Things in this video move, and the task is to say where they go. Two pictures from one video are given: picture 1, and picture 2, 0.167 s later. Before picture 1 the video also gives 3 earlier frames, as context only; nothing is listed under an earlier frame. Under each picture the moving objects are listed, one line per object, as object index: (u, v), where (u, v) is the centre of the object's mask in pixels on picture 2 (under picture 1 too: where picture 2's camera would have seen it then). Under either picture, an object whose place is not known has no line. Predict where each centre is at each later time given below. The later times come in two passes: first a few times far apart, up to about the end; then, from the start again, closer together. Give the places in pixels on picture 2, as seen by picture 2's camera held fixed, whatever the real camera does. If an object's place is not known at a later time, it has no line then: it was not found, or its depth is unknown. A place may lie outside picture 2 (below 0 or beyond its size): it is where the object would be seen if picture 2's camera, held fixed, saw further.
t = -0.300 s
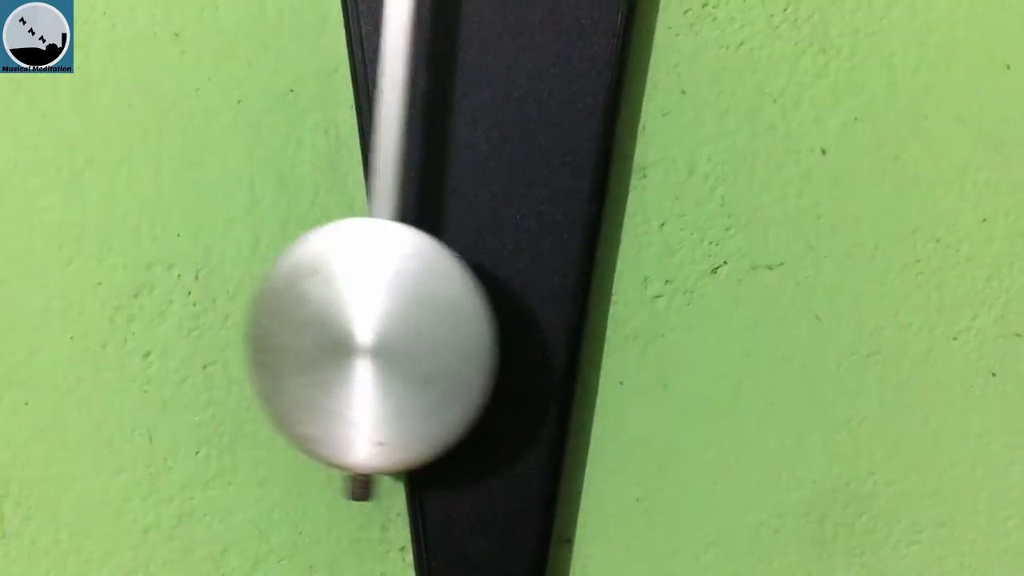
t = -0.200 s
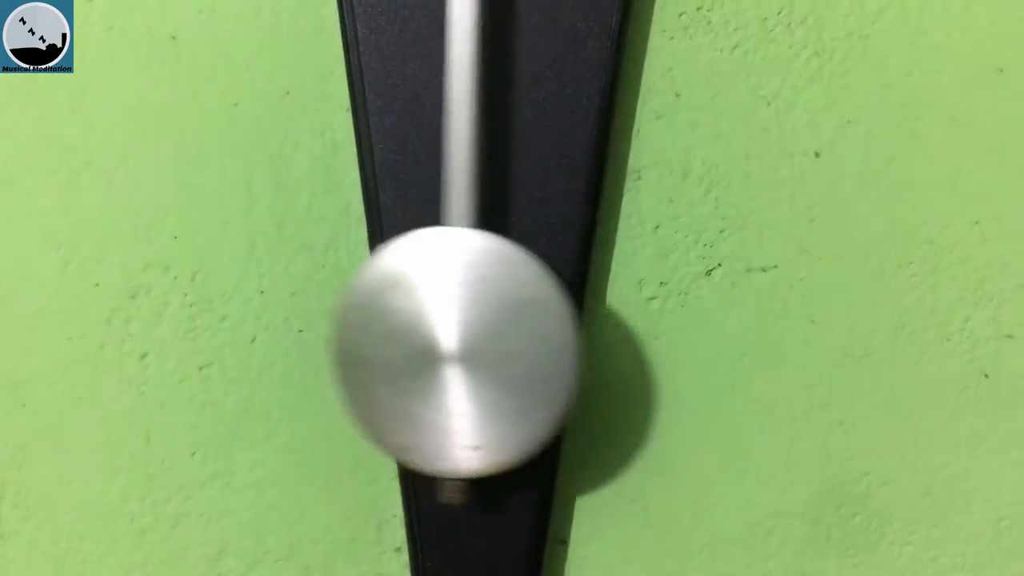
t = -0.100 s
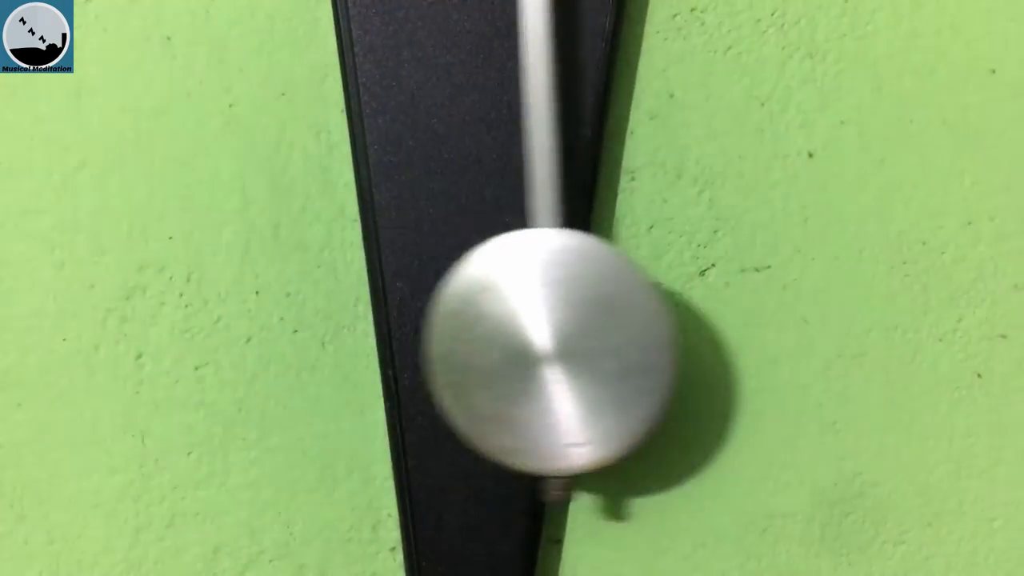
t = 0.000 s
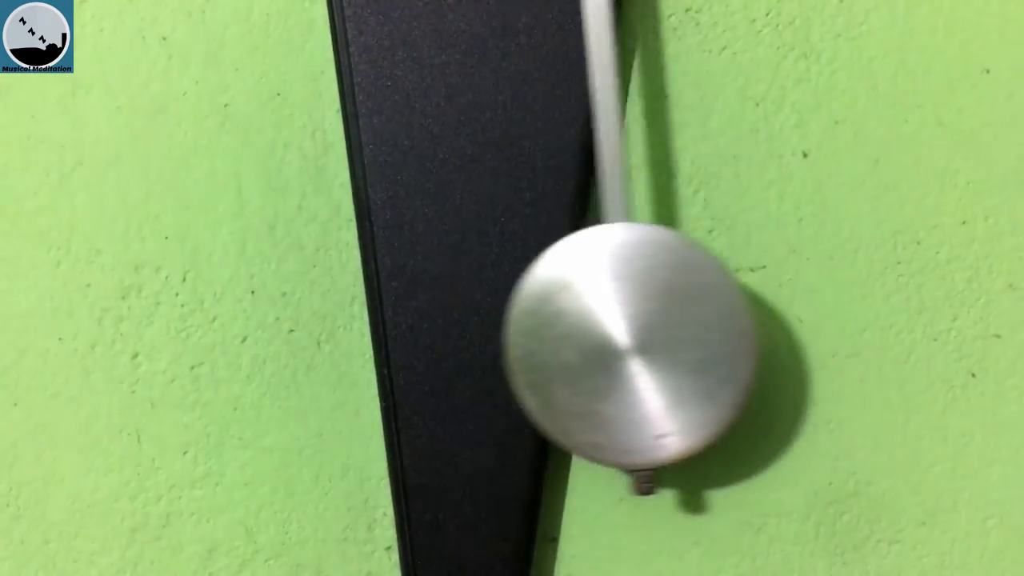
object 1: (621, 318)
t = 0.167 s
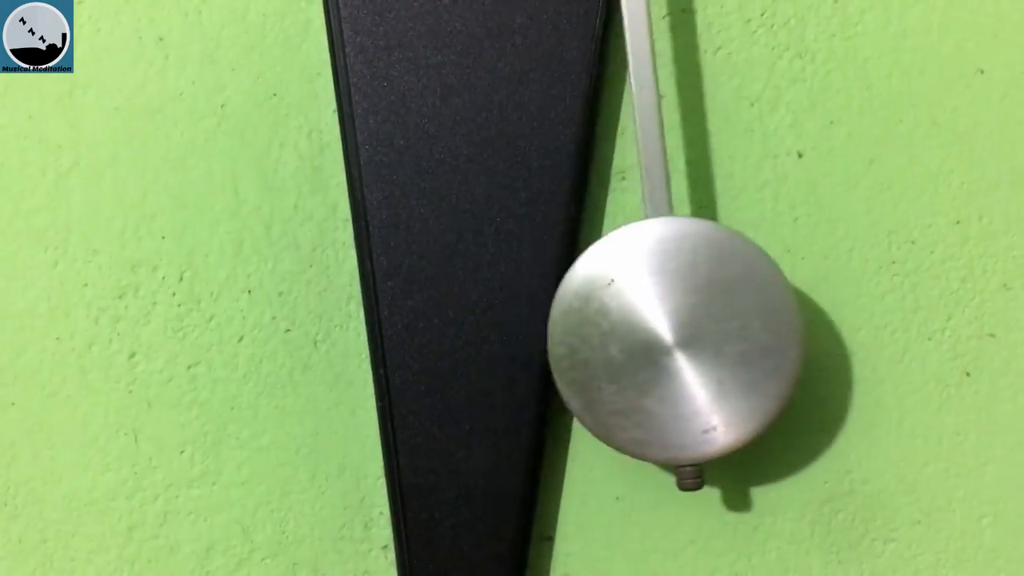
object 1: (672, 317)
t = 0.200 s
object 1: (664, 319)
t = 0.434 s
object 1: (486, 321)
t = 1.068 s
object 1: (532, 322)
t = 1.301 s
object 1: (670, 318)
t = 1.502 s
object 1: (586, 316)
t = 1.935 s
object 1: (308, 320)
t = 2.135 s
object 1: (425, 324)
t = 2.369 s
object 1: (622, 320)
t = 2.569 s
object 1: (644, 317)
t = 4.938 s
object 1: (633, 318)
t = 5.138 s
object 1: (490, 321)
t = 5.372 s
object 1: (324, 321)
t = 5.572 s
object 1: (356, 321)
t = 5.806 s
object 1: (547, 318)
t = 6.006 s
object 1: (651, 318)
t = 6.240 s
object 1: (556, 319)
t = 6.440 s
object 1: (392, 317)
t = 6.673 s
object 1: (326, 318)
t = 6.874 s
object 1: (451, 321)
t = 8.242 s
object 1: (606, 320)
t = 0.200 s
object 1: (664, 319)
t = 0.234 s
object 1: (650, 319)
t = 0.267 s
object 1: (631, 320)
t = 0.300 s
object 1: (607, 320)
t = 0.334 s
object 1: (580, 319)
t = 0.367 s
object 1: (550, 321)
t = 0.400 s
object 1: (517, 322)
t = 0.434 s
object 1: (486, 321)
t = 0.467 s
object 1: (453, 319)
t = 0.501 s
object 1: (423, 319)
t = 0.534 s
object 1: (393, 318)
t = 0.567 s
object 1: (367, 317)
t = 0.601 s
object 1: (343, 318)
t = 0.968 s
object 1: (437, 319)
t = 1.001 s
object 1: (470, 320)
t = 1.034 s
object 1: (499, 322)
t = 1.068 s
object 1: (532, 322)
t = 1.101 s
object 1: (562, 321)
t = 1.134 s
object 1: (591, 321)
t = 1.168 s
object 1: (617, 321)
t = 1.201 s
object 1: (638, 320)
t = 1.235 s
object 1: (655, 320)
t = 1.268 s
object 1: (665, 319)
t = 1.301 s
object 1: (670, 318)
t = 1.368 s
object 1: (662, 318)
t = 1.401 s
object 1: (650, 318)
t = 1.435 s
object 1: (632, 317)
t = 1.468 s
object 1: (611, 317)
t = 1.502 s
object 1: (586, 316)
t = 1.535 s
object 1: (558, 315)
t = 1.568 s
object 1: (528, 316)
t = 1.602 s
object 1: (498, 317)
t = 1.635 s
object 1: (470, 316)
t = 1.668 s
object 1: (440, 316)
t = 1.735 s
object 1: (385, 315)
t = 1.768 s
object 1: (360, 314)
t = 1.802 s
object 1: (340, 315)
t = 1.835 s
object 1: (323, 317)
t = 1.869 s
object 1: (312, 319)
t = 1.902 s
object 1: (307, 319)
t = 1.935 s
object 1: (308, 320)
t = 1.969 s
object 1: (315, 321)
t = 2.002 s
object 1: (328, 322)
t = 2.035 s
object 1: (347, 323)
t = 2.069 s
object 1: (369, 323)
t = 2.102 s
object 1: (396, 323)
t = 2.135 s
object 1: (425, 324)
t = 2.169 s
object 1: (456, 322)
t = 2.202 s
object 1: (487, 322)
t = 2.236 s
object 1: (517, 323)
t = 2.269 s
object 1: (547, 323)
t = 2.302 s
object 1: (575, 321)
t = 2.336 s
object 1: (600, 319)
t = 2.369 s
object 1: (622, 320)
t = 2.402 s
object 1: (639, 319)
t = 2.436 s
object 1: (651, 318)
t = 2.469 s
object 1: (658, 317)
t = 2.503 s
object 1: (659, 317)
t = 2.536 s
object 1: (654, 316)
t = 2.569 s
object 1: (644, 317)
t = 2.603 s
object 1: (629, 317)
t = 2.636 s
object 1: (610, 317)
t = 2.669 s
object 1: (588, 317)
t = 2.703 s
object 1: (562, 316)
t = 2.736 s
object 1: (533, 318)
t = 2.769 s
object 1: (503, 320)
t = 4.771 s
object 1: (638, 320)
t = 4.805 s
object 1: (648, 319)
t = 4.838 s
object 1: (653, 318)
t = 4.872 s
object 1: (652, 318)
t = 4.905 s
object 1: (645, 318)
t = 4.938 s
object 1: (633, 318)
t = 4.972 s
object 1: (617, 319)
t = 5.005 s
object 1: (597, 319)
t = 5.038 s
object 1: (573, 318)
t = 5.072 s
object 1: (547, 319)
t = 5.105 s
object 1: (518, 321)
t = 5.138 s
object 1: (490, 321)
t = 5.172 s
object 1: (462, 320)
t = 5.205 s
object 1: (433, 320)
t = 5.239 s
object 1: (405, 319)
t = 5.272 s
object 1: (380, 320)
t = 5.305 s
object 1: (357, 320)
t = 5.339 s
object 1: (338, 321)
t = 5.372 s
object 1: (324, 321)
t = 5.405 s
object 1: (315, 321)
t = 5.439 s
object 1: (312, 321)
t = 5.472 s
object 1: (315, 320)
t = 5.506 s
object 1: (324, 321)
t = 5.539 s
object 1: (338, 321)
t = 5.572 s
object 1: (356, 321)
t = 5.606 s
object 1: (379, 321)
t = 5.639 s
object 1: (405, 320)
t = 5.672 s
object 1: (433, 319)
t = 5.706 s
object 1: (462, 318)
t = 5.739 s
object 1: (490, 319)
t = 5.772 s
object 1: (518, 319)
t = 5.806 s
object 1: (547, 318)
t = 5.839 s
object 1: (573, 317)
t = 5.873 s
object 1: (597, 317)
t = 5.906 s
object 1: (617, 318)
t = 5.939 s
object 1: (633, 318)
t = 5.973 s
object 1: (644, 317)
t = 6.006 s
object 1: (651, 318)
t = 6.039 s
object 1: (651, 318)
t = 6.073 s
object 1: (648, 318)
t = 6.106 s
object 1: (638, 318)
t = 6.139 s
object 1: (623, 319)
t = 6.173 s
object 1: (604, 319)
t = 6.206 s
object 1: (582, 319)
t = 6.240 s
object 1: (556, 319)
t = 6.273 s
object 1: (529, 320)
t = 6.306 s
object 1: (499, 319)
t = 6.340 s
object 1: (473, 318)
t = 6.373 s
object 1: (445, 318)
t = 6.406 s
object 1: (418, 318)
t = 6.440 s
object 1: (392, 317)
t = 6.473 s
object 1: (369, 318)
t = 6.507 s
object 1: (350, 317)
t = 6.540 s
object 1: (335, 317)
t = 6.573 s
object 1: (325, 318)
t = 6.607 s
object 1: (320, 318)
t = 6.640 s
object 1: (320, 318)
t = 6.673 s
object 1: (326, 318)
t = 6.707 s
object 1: (337, 319)
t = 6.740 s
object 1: (353, 320)
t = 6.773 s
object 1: (373, 320)
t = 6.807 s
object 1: (397, 321)
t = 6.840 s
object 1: (424, 322)
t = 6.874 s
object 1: (451, 321)
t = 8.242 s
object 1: (606, 320)
